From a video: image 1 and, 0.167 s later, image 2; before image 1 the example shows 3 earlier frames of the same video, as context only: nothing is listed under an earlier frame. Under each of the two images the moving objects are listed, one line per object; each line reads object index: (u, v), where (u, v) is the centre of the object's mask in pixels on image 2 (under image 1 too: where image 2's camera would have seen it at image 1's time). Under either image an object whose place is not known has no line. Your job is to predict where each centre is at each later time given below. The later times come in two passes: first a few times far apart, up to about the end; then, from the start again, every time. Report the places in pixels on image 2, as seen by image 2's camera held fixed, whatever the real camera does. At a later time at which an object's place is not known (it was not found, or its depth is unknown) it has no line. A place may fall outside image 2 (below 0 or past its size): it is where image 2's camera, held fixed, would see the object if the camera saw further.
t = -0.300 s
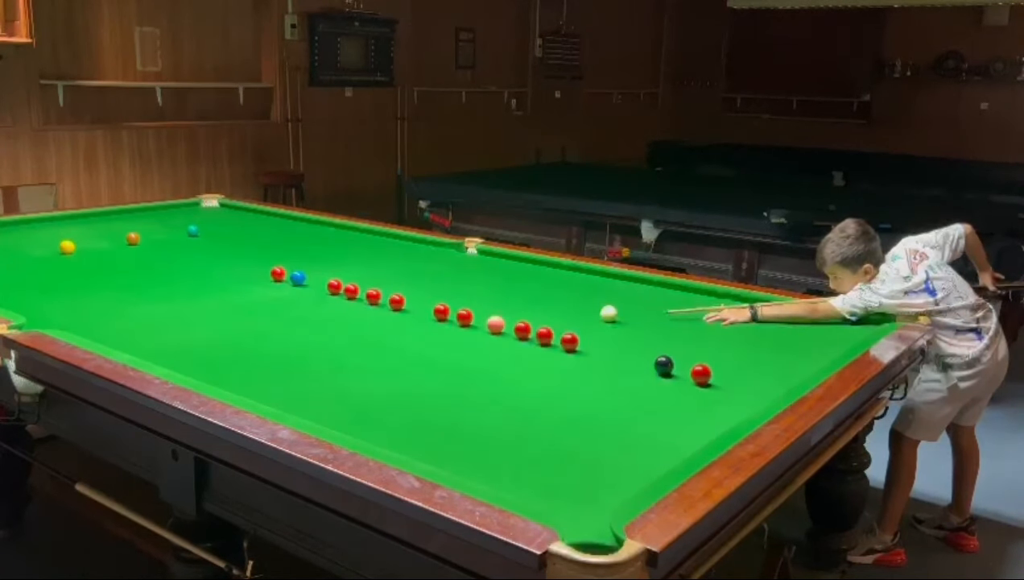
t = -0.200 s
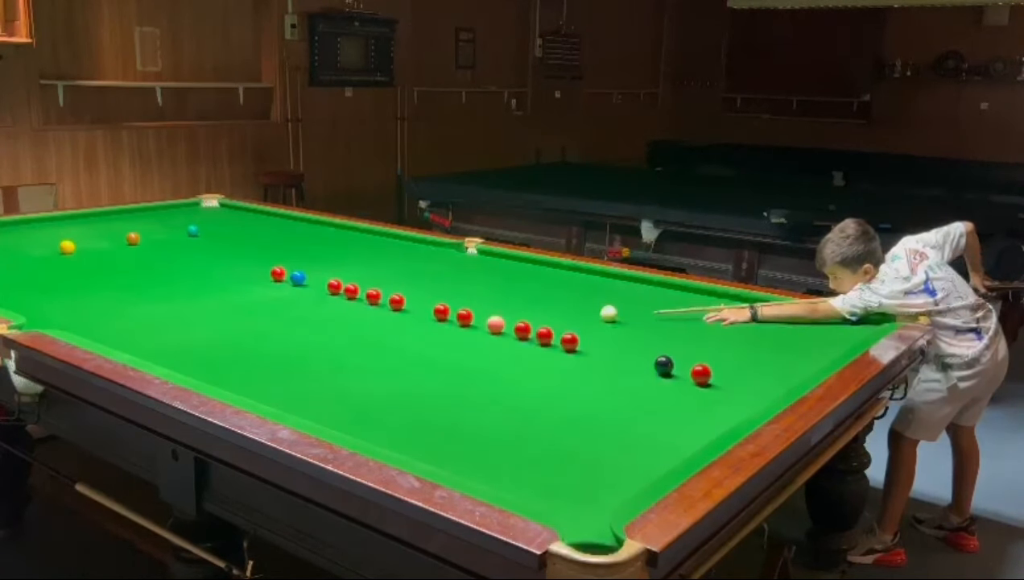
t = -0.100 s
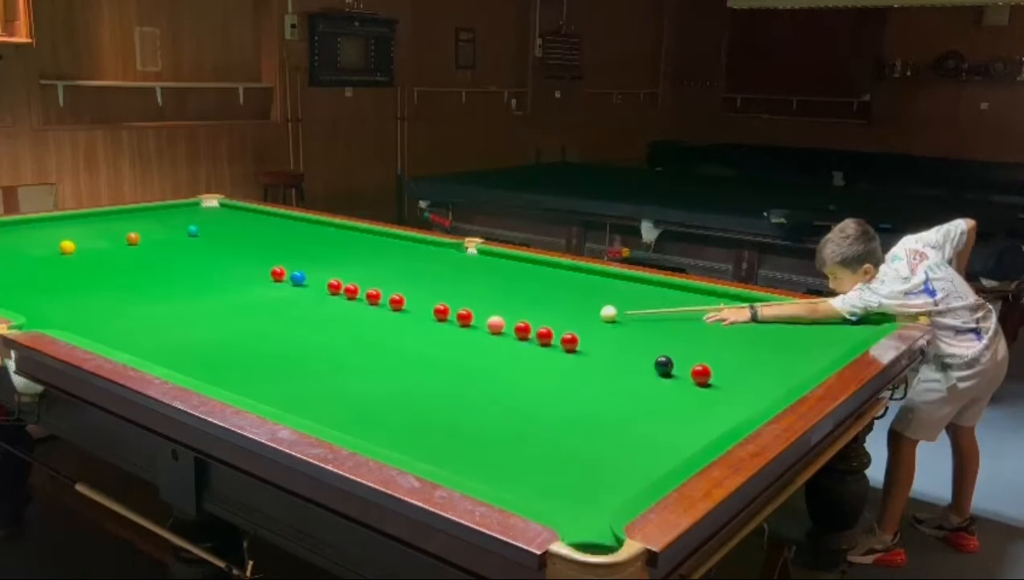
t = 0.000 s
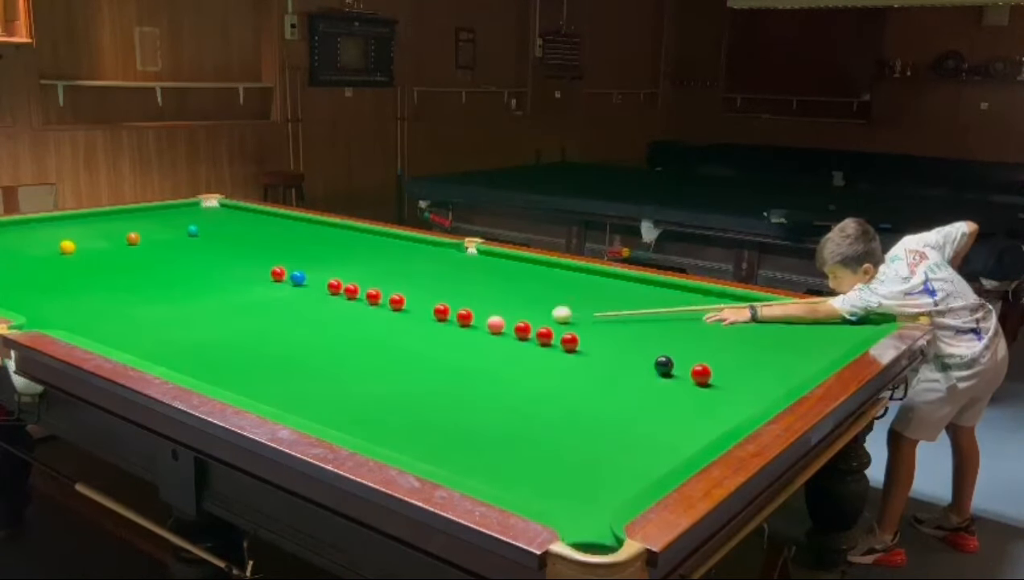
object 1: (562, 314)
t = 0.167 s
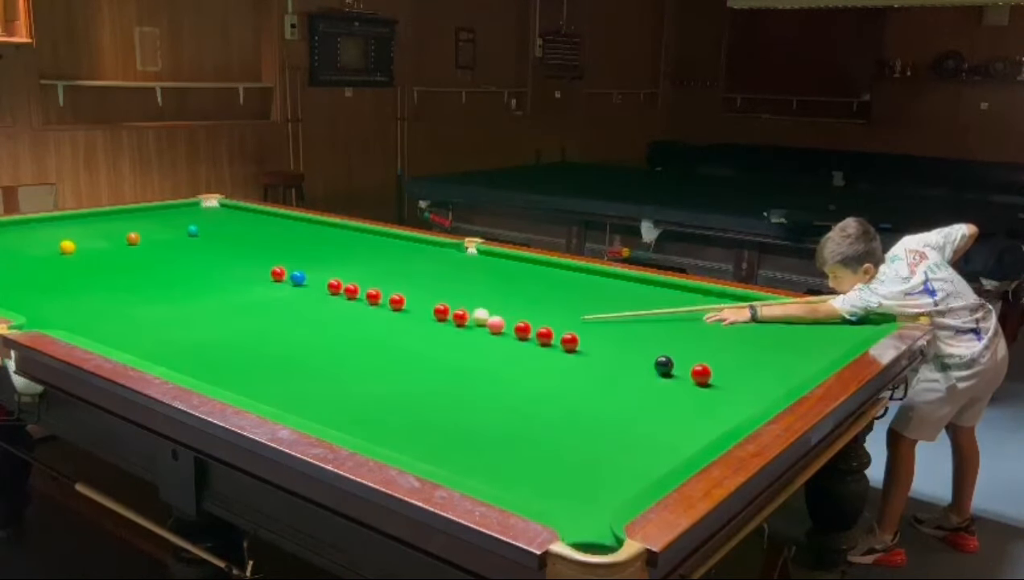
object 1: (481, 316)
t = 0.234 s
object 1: (479, 317)
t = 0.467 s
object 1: (463, 318)
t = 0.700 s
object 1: (449, 318)
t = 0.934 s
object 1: (435, 319)
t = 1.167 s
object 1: (424, 319)
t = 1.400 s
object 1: (414, 319)
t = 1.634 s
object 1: (405, 320)
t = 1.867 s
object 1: (398, 320)
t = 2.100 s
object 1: (393, 320)
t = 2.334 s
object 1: (389, 321)
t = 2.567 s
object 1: (387, 321)
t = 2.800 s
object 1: (387, 321)
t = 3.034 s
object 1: (387, 321)
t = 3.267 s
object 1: (387, 321)
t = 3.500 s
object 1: (387, 321)
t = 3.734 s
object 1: (387, 321)
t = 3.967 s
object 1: (387, 321)
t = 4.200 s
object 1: (387, 321)
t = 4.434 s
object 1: (387, 321)
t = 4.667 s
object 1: (387, 321)
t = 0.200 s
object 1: (480, 317)
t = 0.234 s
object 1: (479, 317)
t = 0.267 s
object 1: (477, 317)
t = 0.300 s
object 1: (475, 317)
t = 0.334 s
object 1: (473, 317)
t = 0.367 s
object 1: (470, 317)
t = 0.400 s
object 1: (468, 317)
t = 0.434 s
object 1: (466, 317)
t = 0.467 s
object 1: (463, 318)
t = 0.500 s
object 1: (462, 318)
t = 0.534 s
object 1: (459, 318)
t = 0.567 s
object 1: (458, 318)
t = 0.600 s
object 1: (455, 318)
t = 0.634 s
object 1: (453, 318)
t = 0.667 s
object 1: (451, 318)
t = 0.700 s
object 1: (449, 318)
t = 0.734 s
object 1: (447, 318)
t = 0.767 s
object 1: (445, 318)
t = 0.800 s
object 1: (443, 318)
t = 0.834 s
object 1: (441, 318)
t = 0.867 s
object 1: (439, 318)
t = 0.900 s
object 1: (437, 319)
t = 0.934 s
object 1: (435, 319)
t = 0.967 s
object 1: (434, 319)
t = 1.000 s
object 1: (432, 319)
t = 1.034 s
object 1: (430, 319)
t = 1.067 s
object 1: (428, 319)
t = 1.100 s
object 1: (427, 319)
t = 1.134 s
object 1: (425, 319)
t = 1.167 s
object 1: (424, 319)
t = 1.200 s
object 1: (422, 319)
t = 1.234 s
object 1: (421, 319)
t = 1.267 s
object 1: (419, 319)
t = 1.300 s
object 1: (418, 319)
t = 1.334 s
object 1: (416, 319)
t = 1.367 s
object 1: (415, 319)
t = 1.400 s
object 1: (414, 319)
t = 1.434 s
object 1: (413, 320)
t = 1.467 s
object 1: (411, 320)
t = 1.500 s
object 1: (410, 320)
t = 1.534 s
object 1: (409, 320)
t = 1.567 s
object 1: (408, 320)
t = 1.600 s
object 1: (406, 320)
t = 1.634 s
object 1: (405, 320)
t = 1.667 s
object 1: (404, 320)
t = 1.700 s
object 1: (403, 320)
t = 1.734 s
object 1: (402, 320)
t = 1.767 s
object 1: (401, 320)
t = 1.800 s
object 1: (400, 320)
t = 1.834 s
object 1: (399, 320)
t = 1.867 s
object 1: (398, 320)
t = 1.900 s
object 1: (397, 320)
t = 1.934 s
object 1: (396, 320)
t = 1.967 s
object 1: (396, 320)
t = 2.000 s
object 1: (395, 320)
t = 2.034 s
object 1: (394, 320)
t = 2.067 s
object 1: (394, 320)
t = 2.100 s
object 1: (393, 320)
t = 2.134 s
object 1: (392, 320)
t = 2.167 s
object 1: (392, 320)
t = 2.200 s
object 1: (391, 320)
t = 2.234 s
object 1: (391, 320)
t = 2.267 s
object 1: (390, 321)
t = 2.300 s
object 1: (390, 321)
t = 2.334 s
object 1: (389, 321)
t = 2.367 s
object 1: (389, 321)
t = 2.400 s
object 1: (389, 321)
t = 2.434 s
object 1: (388, 321)
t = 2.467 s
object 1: (388, 321)
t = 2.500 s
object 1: (388, 321)
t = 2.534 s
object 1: (388, 321)
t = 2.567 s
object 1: (387, 321)
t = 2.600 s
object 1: (388, 321)
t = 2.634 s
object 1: (387, 321)
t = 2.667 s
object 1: (387, 321)
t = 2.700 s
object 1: (387, 321)
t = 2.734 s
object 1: (387, 321)
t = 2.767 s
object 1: (387, 321)
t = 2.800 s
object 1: (387, 321)
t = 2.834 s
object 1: (387, 321)
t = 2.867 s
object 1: (387, 321)
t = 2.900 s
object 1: (387, 321)
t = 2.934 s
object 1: (387, 321)
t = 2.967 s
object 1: (387, 321)
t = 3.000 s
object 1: (387, 321)
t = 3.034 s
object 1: (387, 321)
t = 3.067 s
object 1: (387, 321)
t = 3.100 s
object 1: (387, 321)
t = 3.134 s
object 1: (387, 321)
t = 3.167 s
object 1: (387, 321)
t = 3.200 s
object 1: (387, 321)
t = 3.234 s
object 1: (387, 321)
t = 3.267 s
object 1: (387, 321)
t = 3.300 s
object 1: (387, 321)
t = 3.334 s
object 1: (387, 321)
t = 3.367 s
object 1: (387, 321)
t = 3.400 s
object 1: (387, 321)
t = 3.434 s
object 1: (387, 321)
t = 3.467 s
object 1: (387, 321)
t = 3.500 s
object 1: (387, 321)
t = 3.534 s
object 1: (387, 321)
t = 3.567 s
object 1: (387, 321)
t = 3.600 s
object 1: (387, 321)
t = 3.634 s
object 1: (387, 321)
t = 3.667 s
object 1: (387, 321)
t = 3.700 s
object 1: (387, 321)
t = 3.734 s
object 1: (387, 321)
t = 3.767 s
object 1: (387, 321)
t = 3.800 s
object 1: (387, 321)
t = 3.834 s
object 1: (387, 321)
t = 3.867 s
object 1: (387, 321)
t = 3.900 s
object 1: (387, 321)
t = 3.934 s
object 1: (387, 321)
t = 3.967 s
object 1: (387, 321)
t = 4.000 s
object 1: (387, 321)
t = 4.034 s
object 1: (387, 321)
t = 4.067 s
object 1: (387, 321)
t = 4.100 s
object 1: (387, 321)
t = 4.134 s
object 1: (387, 321)
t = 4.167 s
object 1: (387, 321)
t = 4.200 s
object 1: (387, 321)
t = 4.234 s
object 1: (387, 321)
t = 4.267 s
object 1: (387, 321)
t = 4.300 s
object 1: (387, 321)
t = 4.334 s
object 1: (387, 321)
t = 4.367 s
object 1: (387, 321)
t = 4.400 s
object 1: (387, 321)
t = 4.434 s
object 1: (387, 321)
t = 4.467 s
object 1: (387, 321)
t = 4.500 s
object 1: (387, 321)
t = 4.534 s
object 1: (387, 321)
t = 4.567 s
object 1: (387, 321)
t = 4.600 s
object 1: (387, 321)
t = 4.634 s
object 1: (387, 321)
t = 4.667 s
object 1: (387, 321)
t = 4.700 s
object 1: (387, 321)
